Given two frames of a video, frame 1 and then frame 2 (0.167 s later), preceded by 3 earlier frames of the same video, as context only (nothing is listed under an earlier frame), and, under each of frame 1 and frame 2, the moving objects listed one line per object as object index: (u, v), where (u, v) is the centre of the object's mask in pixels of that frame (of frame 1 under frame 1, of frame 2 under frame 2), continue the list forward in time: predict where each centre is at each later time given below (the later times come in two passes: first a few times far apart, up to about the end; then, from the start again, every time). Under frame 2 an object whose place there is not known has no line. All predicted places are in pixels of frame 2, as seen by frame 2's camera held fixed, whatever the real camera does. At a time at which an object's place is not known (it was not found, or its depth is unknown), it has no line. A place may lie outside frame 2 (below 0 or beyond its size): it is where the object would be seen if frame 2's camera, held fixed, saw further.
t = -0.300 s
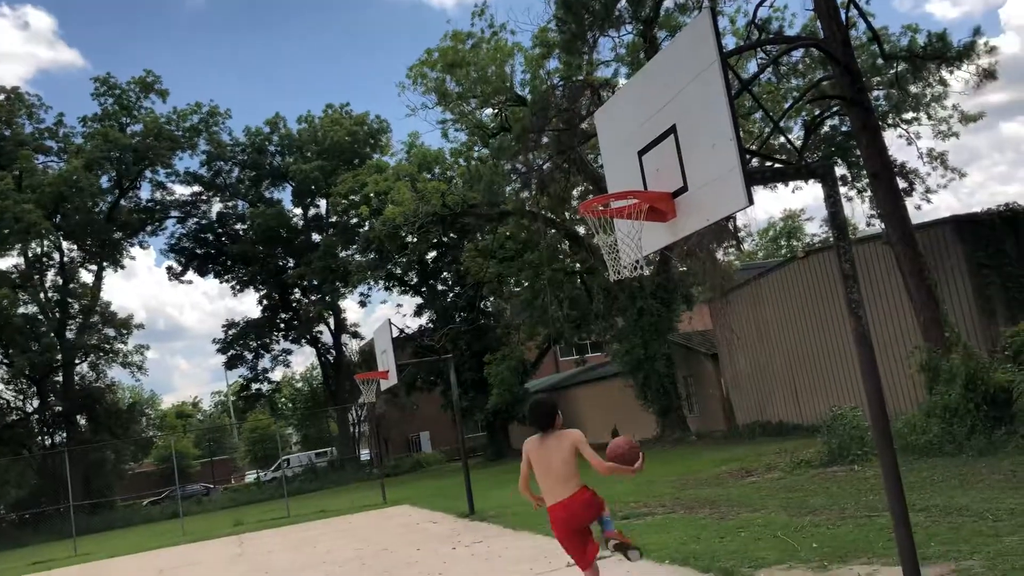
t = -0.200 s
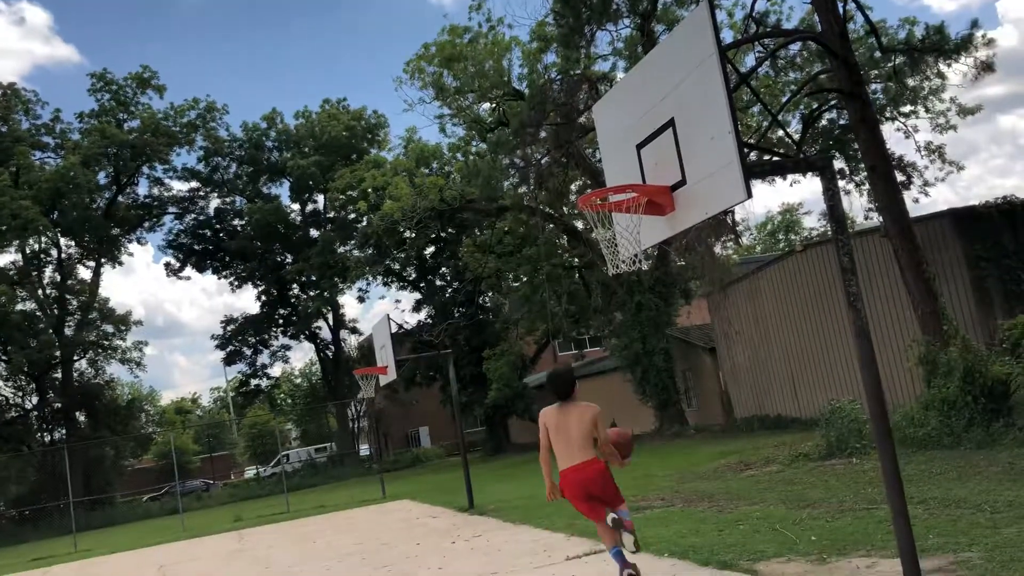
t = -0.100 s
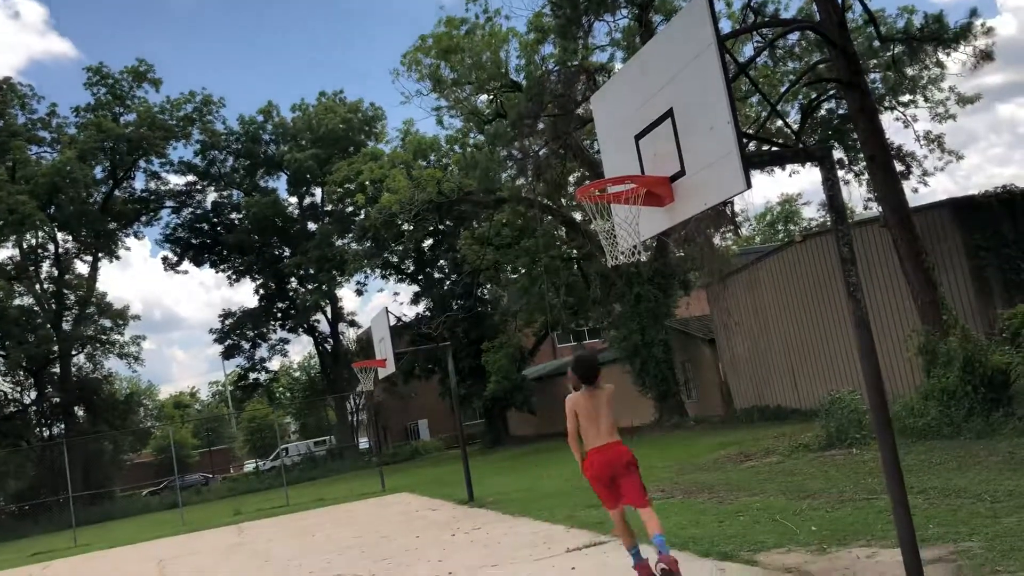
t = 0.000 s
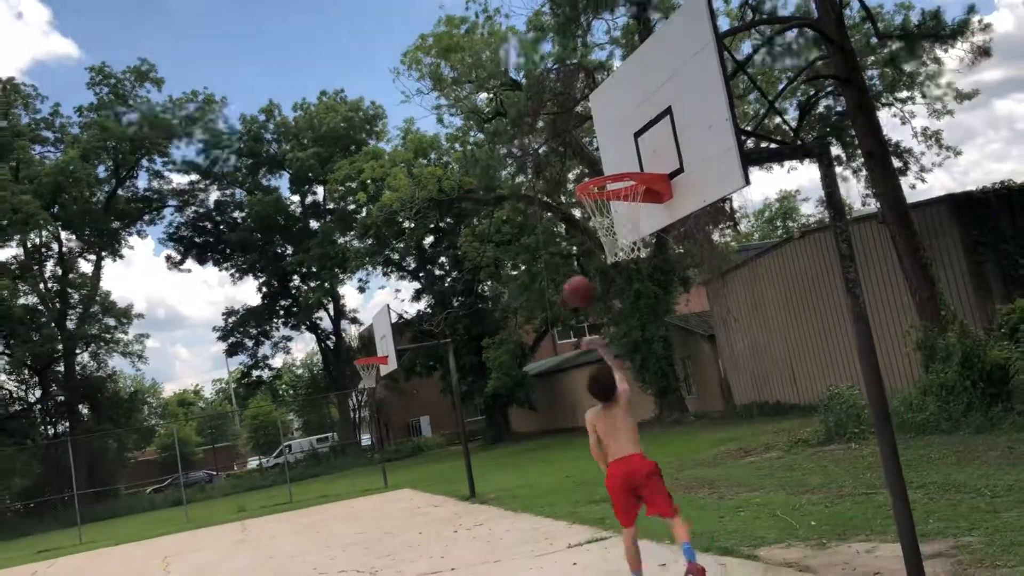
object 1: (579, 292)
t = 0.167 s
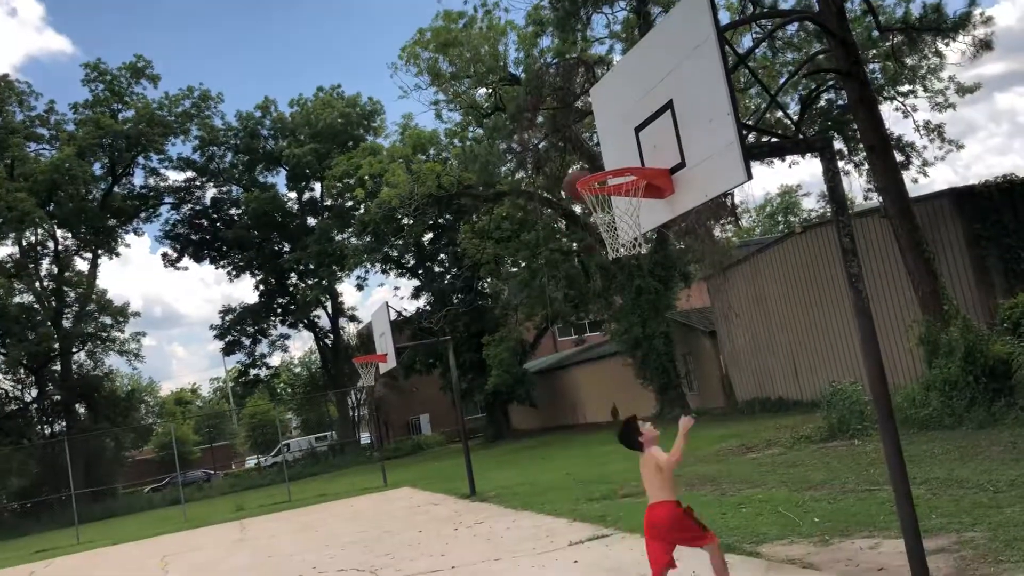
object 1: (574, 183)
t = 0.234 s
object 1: (583, 156)
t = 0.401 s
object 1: (591, 103)
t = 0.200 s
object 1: (580, 167)
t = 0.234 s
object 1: (583, 156)
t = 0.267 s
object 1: (582, 141)
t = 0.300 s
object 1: (584, 130)
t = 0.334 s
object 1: (586, 120)
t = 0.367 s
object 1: (588, 111)
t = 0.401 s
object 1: (591, 103)
